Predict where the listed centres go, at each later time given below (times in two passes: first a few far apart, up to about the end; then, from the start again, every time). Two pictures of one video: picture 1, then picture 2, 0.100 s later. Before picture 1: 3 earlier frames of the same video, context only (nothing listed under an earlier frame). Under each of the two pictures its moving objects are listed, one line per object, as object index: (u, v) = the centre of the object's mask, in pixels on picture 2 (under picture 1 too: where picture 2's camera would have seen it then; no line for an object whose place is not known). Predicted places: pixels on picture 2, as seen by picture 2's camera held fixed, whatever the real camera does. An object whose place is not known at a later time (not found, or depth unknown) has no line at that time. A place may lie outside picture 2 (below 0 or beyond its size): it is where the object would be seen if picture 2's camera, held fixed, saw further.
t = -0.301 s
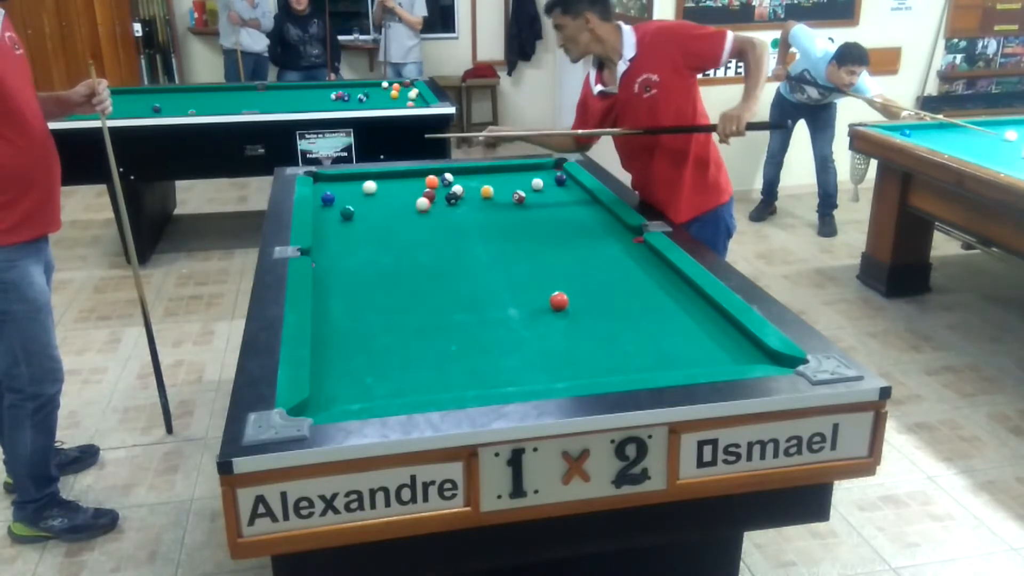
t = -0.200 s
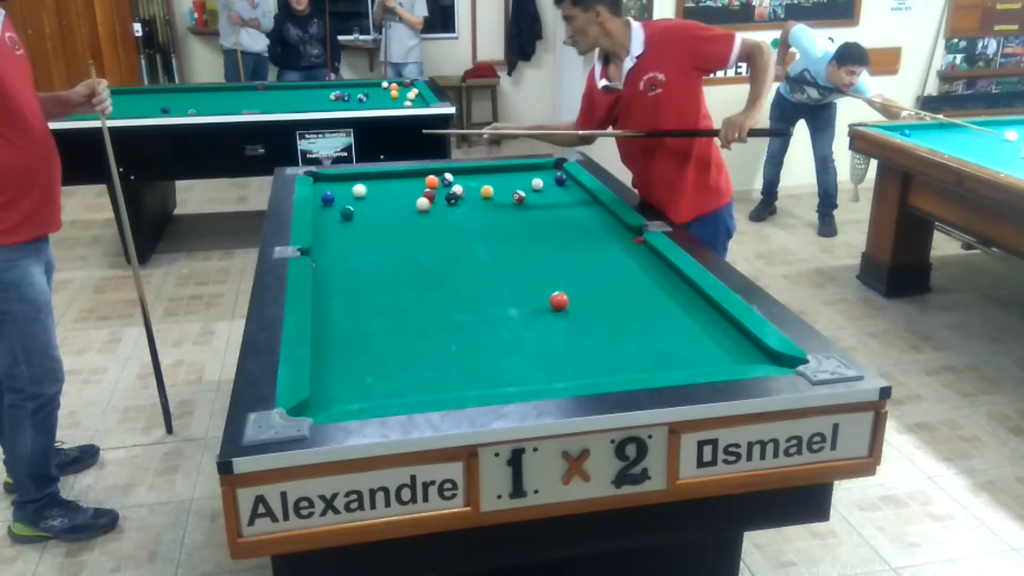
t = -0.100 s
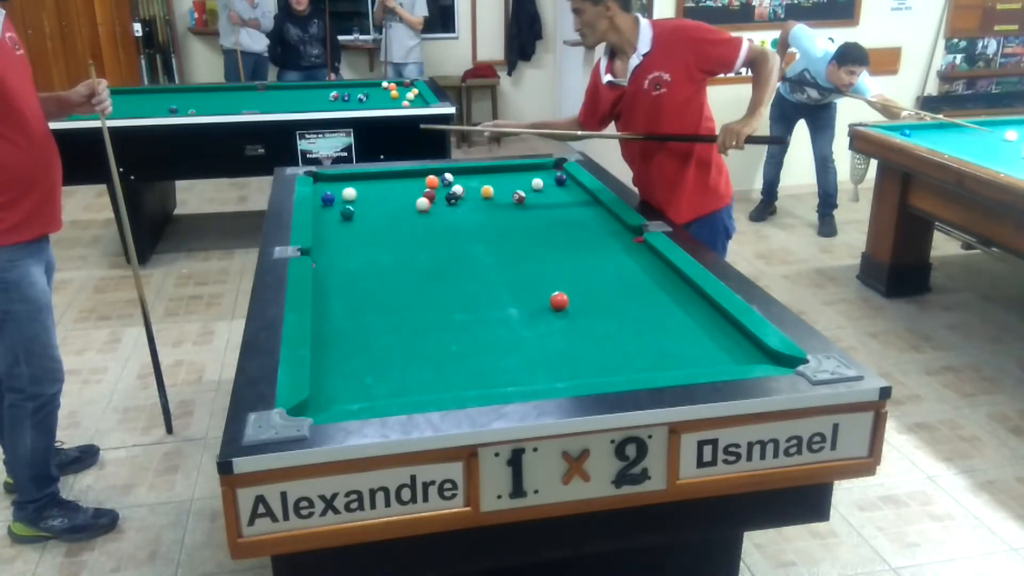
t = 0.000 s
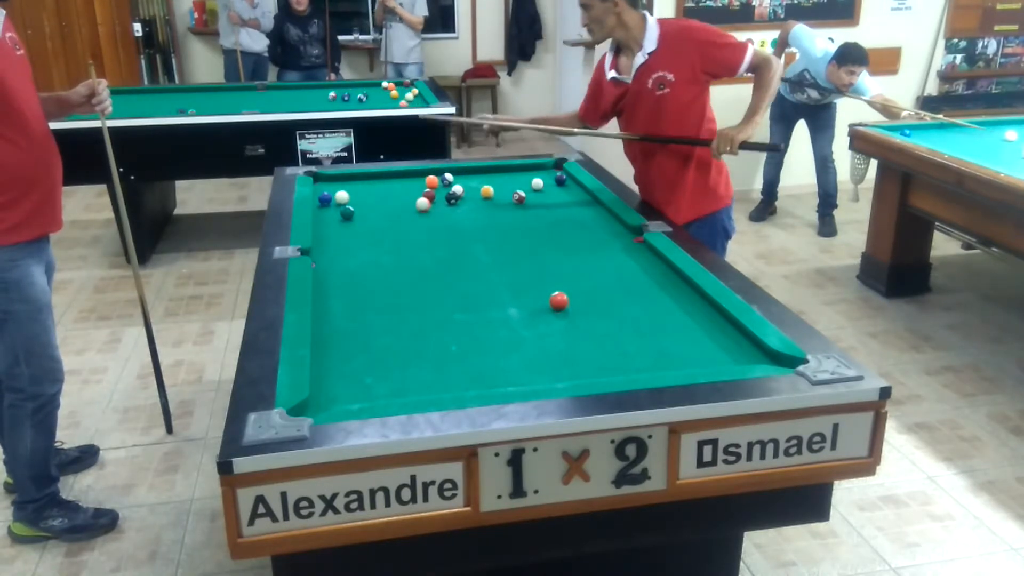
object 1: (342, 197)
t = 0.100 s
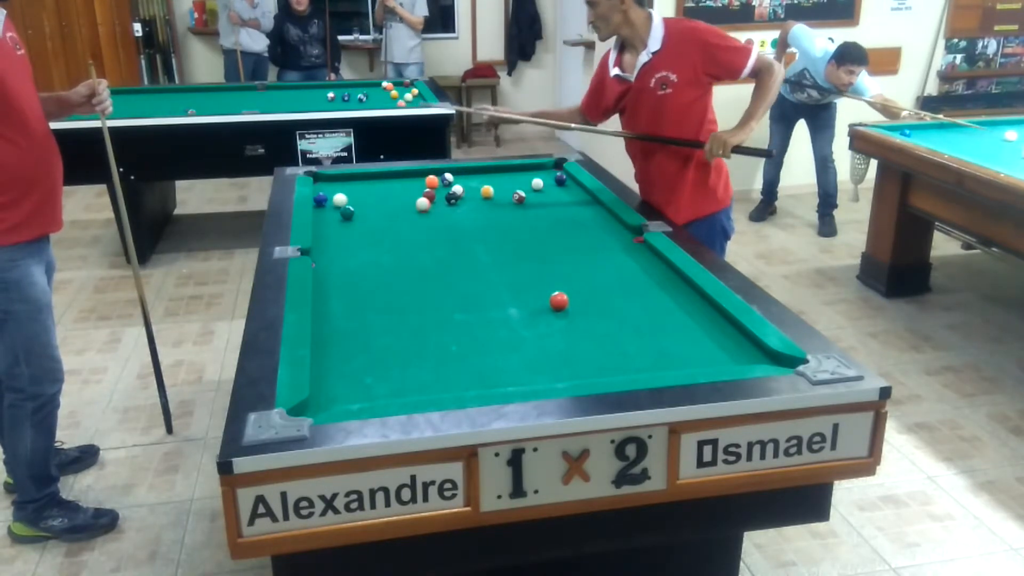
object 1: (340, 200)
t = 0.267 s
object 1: (336, 205)
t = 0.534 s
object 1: (331, 211)
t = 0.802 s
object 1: (327, 218)
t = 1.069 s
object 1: (322, 224)
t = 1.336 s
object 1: (321, 228)
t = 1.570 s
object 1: (323, 232)
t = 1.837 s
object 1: (325, 235)
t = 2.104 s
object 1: (326, 237)
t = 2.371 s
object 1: (326, 238)
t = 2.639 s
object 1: (327, 239)
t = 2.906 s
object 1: (327, 239)
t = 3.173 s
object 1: (327, 239)
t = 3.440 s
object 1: (327, 239)
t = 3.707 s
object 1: (327, 239)
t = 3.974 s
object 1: (327, 239)
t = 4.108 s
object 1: (327, 239)
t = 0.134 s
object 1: (339, 201)
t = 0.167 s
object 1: (338, 202)
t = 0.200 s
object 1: (338, 203)
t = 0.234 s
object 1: (337, 204)
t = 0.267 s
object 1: (336, 205)
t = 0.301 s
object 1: (336, 205)
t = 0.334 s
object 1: (335, 206)
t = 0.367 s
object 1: (334, 207)
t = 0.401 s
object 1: (334, 208)
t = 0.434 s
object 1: (333, 209)
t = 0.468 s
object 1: (333, 210)
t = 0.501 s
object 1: (332, 210)
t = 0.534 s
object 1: (331, 211)
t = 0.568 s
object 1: (331, 212)
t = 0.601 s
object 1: (330, 213)
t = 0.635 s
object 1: (330, 214)
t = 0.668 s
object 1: (329, 215)
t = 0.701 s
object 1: (328, 215)
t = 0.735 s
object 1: (328, 216)
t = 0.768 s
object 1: (327, 217)
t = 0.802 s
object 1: (327, 218)
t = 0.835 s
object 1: (326, 219)
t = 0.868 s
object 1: (326, 219)
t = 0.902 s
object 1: (325, 220)
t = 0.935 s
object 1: (324, 221)
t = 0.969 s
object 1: (324, 222)
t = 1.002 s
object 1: (323, 222)
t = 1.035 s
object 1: (323, 223)
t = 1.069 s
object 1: (322, 224)
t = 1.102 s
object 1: (322, 224)
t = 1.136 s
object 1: (321, 225)
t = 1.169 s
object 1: (321, 226)
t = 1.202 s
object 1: (320, 226)
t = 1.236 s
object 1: (320, 227)
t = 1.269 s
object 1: (320, 227)
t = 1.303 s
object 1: (320, 228)
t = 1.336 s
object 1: (321, 228)
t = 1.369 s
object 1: (321, 229)
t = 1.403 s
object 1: (322, 230)
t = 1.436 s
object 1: (322, 230)
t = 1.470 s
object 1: (322, 230)
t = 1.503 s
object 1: (322, 231)
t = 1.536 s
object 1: (323, 231)
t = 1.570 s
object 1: (323, 232)
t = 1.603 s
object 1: (323, 232)
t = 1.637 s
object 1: (323, 232)
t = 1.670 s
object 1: (323, 233)
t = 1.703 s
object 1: (324, 233)
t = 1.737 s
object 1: (324, 233)
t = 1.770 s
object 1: (324, 234)
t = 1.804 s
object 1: (324, 234)
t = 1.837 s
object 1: (325, 235)
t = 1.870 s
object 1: (325, 235)
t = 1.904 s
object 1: (325, 235)
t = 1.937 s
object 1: (325, 236)
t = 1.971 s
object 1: (325, 236)
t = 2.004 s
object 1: (325, 236)
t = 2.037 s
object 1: (326, 236)
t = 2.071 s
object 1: (326, 237)
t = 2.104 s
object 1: (326, 237)
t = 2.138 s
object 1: (326, 237)
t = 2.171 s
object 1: (326, 237)
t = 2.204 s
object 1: (326, 238)
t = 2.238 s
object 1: (326, 238)
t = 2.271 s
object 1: (326, 238)
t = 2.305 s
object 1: (326, 238)
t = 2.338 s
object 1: (326, 238)
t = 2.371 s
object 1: (326, 238)
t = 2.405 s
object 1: (326, 239)
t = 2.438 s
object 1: (327, 239)
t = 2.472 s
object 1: (327, 239)
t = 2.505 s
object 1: (327, 239)
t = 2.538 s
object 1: (327, 239)
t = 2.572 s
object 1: (327, 239)
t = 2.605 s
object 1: (327, 239)
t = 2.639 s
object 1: (327, 239)
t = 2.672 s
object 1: (327, 239)
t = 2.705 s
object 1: (327, 239)
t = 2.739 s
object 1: (327, 239)
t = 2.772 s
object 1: (327, 239)
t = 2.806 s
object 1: (327, 239)
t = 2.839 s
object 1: (327, 239)
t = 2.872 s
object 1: (327, 239)
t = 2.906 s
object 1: (327, 239)
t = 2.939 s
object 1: (327, 239)
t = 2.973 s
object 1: (327, 239)
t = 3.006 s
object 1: (327, 239)
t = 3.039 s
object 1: (327, 239)
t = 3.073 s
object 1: (327, 239)
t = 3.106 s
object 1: (327, 239)
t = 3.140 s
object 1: (327, 239)
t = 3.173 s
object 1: (327, 239)
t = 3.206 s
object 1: (327, 239)
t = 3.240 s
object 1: (327, 239)
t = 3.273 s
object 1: (327, 239)
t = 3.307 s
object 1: (327, 239)
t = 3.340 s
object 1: (327, 239)
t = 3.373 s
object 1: (327, 239)
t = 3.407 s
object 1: (327, 239)
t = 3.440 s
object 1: (327, 239)
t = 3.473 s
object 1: (327, 239)
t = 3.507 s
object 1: (327, 239)
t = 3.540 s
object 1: (327, 239)
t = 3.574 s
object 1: (327, 239)
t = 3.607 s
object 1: (327, 239)
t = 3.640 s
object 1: (327, 239)
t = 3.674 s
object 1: (327, 239)
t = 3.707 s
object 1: (327, 239)
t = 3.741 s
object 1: (327, 239)
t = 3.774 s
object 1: (327, 239)
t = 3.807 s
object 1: (327, 239)
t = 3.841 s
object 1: (327, 239)
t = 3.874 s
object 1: (327, 239)
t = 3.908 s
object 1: (327, 239)
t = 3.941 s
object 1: (327, 239)
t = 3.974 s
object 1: (327, 239)
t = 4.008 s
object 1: (327, 239)
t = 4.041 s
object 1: (327, 239)
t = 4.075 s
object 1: (327, 239)
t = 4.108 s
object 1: (327, 239)
